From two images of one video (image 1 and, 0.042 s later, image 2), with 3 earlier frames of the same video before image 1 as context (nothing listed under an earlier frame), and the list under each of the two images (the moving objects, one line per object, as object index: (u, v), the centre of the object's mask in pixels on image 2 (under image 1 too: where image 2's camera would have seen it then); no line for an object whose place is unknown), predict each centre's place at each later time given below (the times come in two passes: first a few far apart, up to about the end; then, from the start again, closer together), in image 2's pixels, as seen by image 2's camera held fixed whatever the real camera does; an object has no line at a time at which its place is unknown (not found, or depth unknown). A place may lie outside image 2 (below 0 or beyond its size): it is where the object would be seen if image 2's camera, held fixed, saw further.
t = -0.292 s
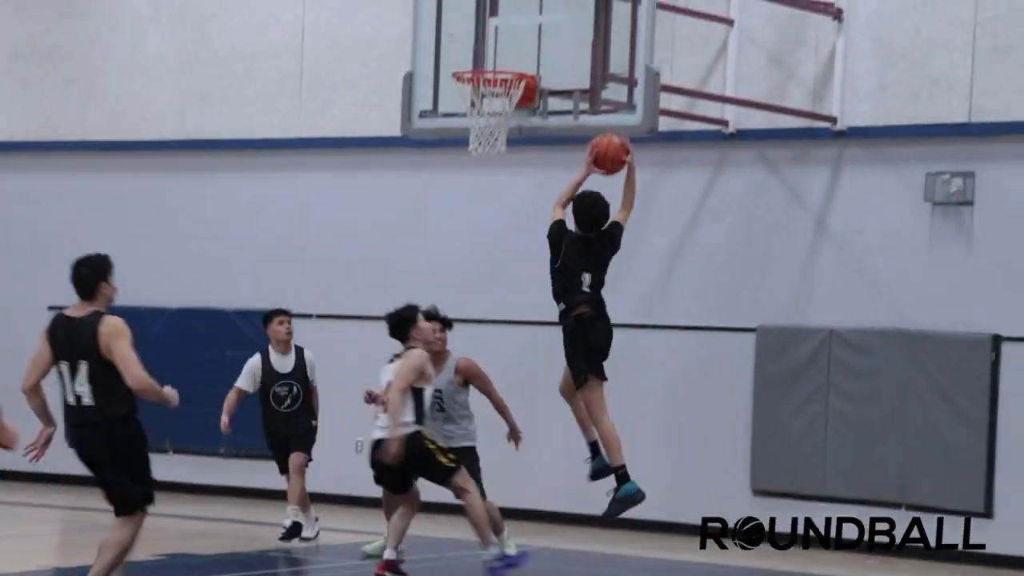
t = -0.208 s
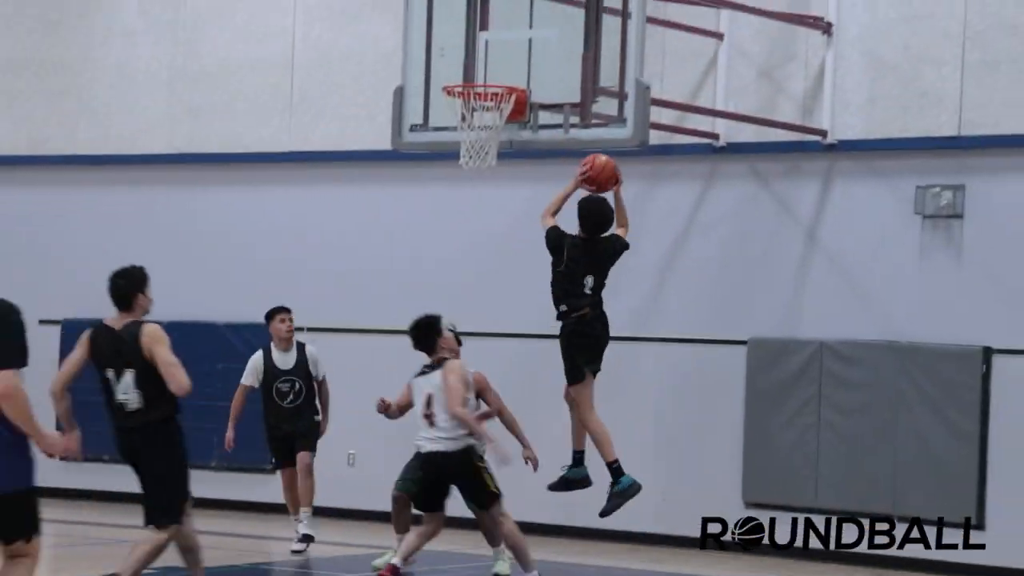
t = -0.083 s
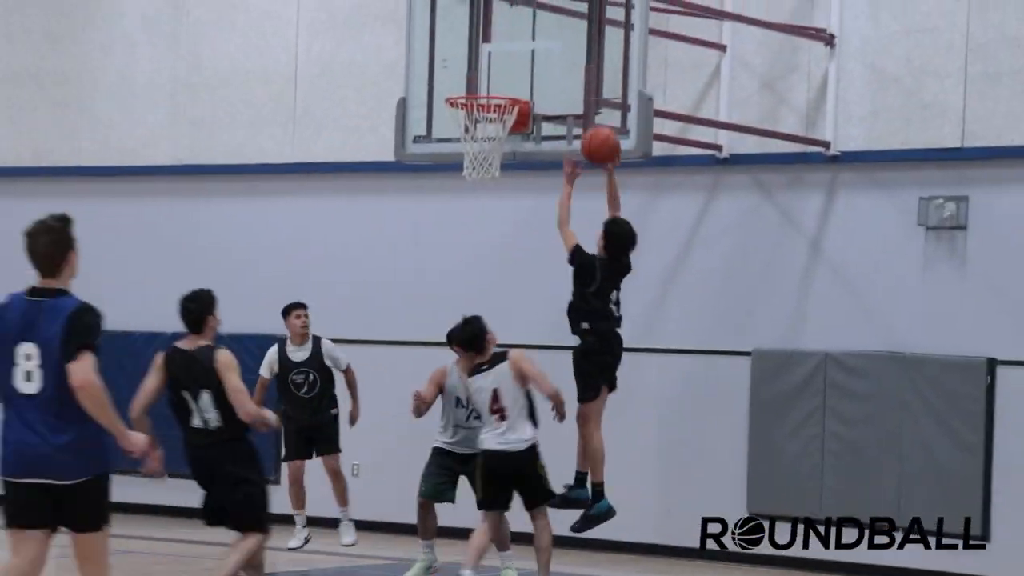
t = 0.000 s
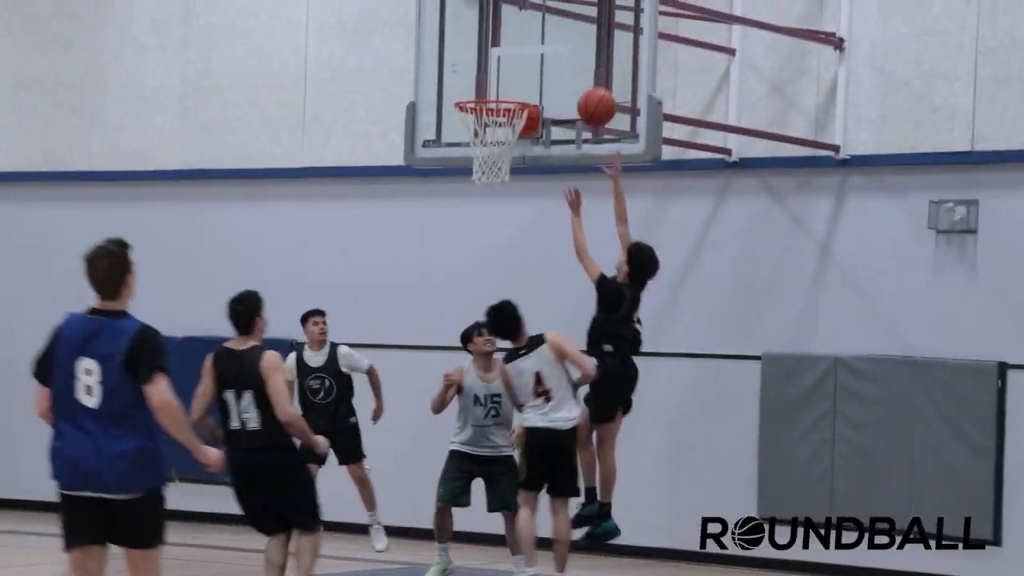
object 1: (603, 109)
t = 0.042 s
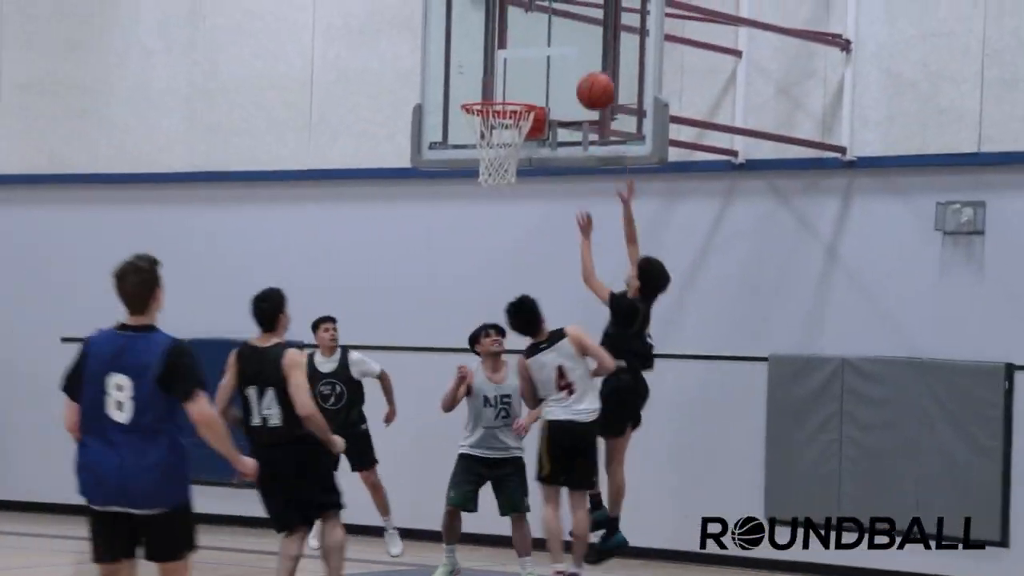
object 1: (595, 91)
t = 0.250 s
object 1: (559, 47)
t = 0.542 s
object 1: (497, 91)
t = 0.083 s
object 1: (588, 77)
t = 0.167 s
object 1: (574, 56)
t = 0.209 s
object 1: (566, 50)
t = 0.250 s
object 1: (559, 47)
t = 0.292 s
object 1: (551, 46)
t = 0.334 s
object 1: (542, 48)
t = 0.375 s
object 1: (533, 52)
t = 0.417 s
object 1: (525, 59)
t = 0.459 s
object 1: (516, 69)
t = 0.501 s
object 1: (506, 81)
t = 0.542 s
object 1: (497, 91)
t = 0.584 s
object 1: (489, 116)
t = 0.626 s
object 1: (479, 134)
